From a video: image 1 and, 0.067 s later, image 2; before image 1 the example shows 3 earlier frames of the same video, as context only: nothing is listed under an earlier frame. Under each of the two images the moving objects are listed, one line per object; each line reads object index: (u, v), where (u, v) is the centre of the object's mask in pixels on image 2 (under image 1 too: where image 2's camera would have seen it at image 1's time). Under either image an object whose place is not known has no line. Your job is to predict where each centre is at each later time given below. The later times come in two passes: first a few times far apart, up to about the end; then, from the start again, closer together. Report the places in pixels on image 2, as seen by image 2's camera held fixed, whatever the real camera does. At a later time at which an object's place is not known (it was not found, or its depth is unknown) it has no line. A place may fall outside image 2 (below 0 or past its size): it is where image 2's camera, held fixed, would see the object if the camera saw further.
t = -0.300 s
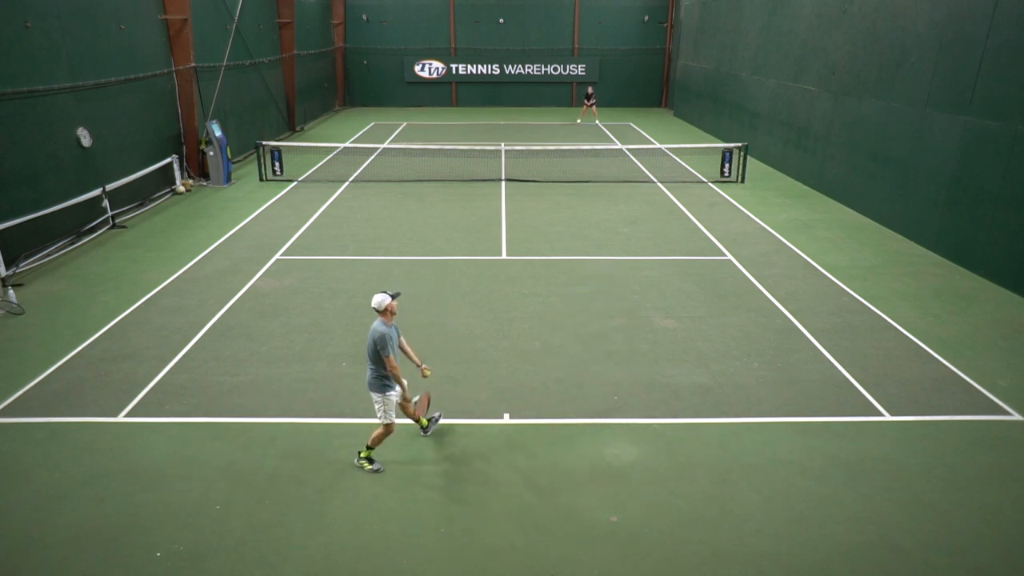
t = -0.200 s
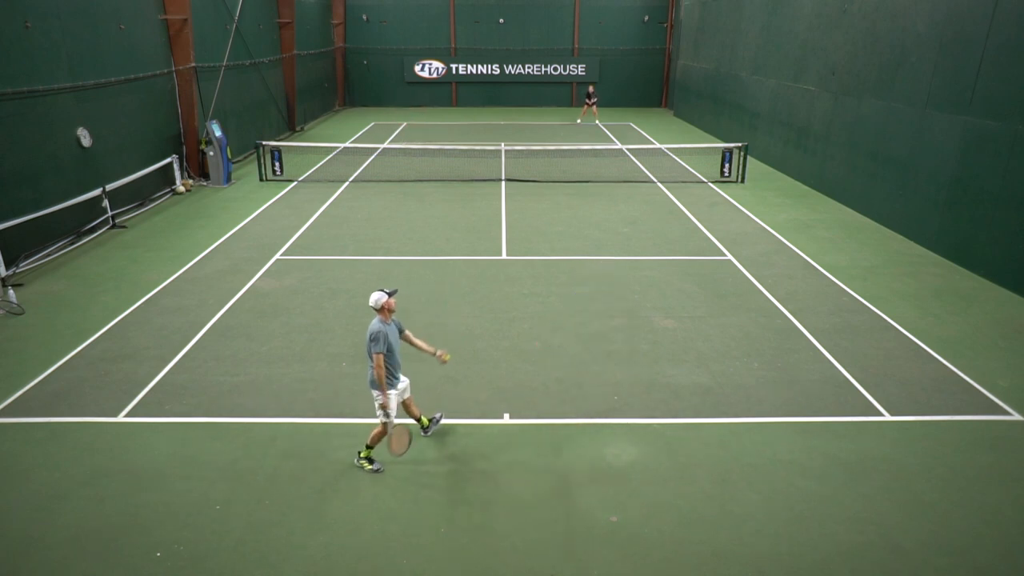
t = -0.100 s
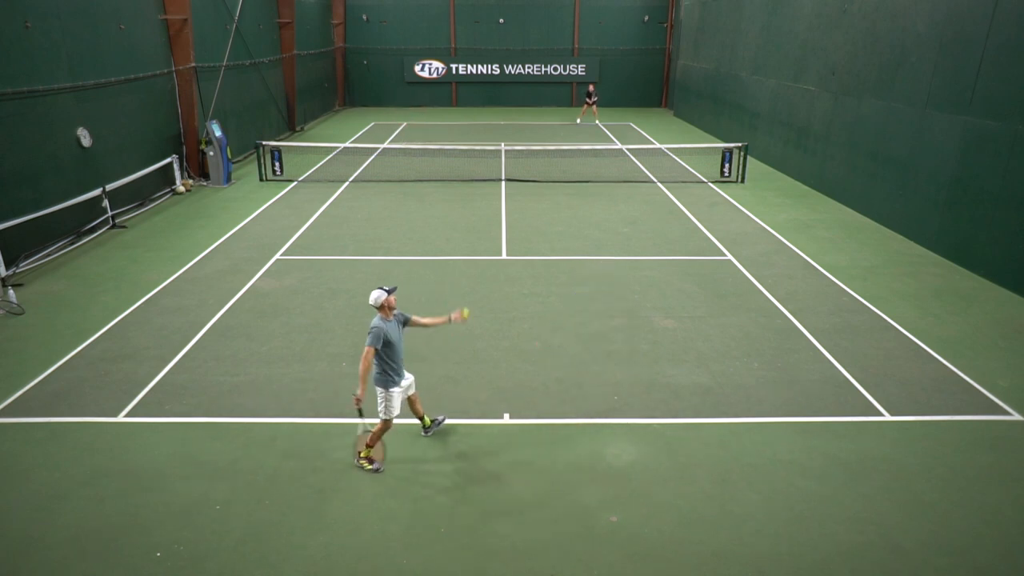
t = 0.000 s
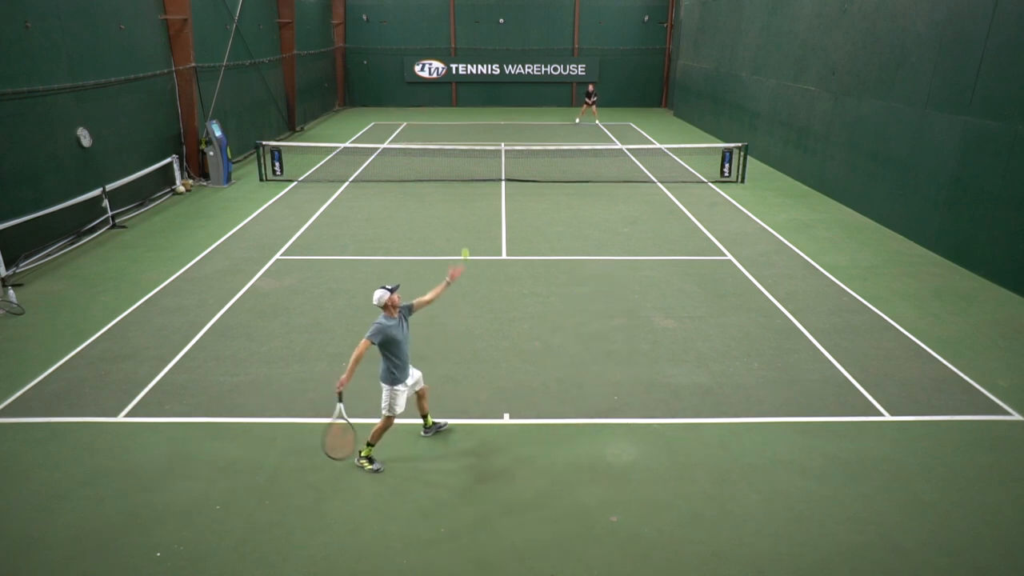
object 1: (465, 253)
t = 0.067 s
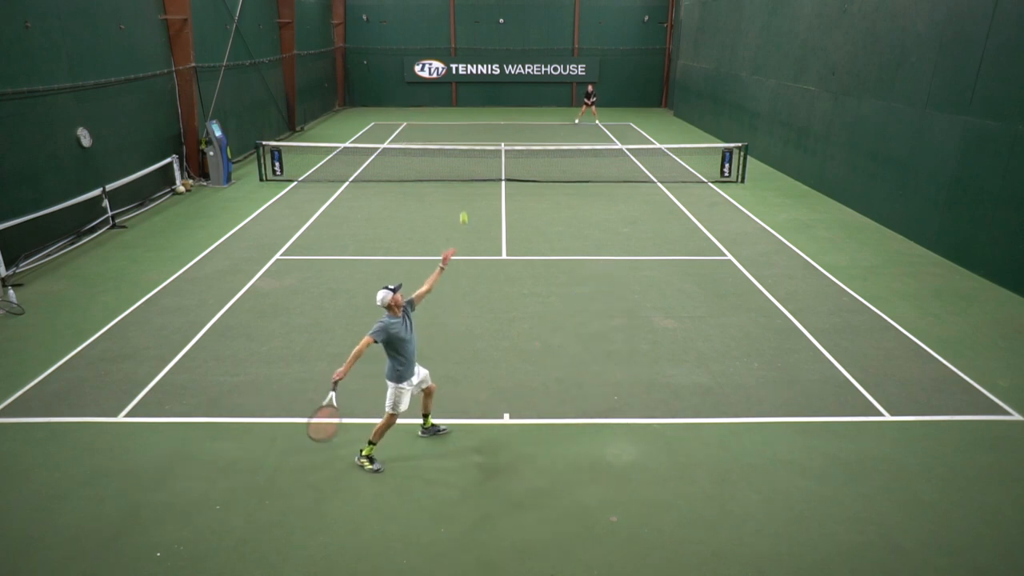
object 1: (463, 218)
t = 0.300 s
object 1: (458, 123)
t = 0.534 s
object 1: (455, 85)
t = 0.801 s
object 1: (452, 115)
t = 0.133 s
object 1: (462, 185)
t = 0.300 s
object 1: (458, 123)
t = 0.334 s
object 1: (458, 113)
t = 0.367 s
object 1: (457, 105)
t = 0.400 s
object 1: (456, 99)
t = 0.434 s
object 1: (456, 94)
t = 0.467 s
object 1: (456, 90)
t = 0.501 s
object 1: (455, 87)
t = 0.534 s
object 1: (455, 85)
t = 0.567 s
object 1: (454, 84)
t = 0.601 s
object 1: (454, 85)
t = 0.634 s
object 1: (454, 87)
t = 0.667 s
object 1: (453, 91)
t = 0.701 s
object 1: (453, 95)
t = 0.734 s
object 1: (453, 101)
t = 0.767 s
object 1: (453, 107)
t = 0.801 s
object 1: (452, 115)
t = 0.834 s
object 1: (452, 124)
